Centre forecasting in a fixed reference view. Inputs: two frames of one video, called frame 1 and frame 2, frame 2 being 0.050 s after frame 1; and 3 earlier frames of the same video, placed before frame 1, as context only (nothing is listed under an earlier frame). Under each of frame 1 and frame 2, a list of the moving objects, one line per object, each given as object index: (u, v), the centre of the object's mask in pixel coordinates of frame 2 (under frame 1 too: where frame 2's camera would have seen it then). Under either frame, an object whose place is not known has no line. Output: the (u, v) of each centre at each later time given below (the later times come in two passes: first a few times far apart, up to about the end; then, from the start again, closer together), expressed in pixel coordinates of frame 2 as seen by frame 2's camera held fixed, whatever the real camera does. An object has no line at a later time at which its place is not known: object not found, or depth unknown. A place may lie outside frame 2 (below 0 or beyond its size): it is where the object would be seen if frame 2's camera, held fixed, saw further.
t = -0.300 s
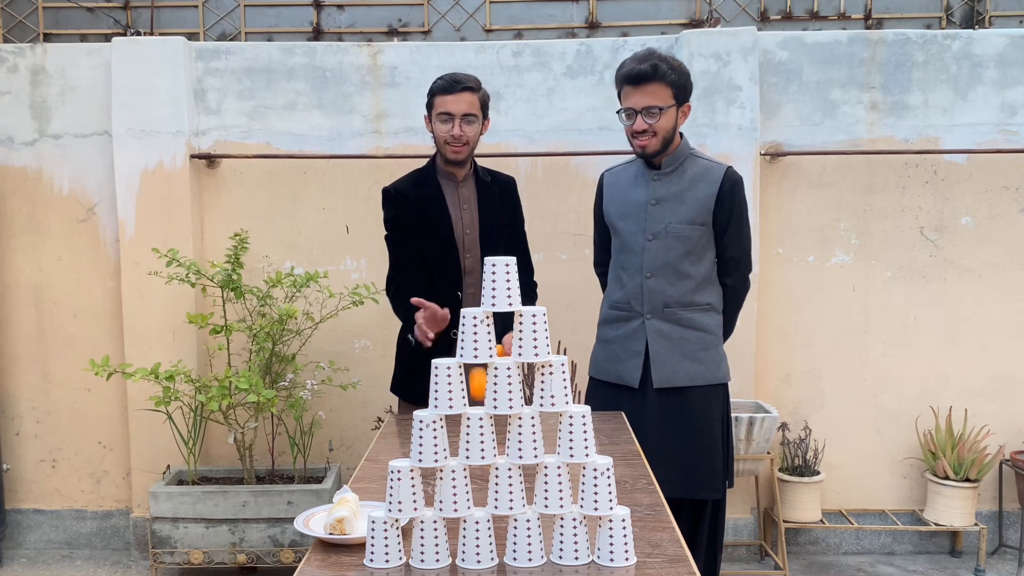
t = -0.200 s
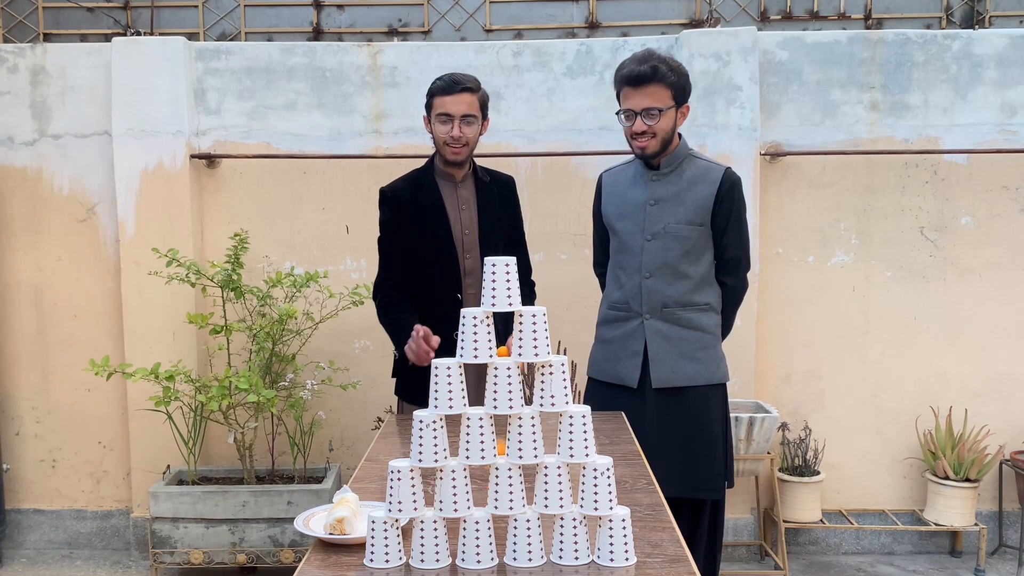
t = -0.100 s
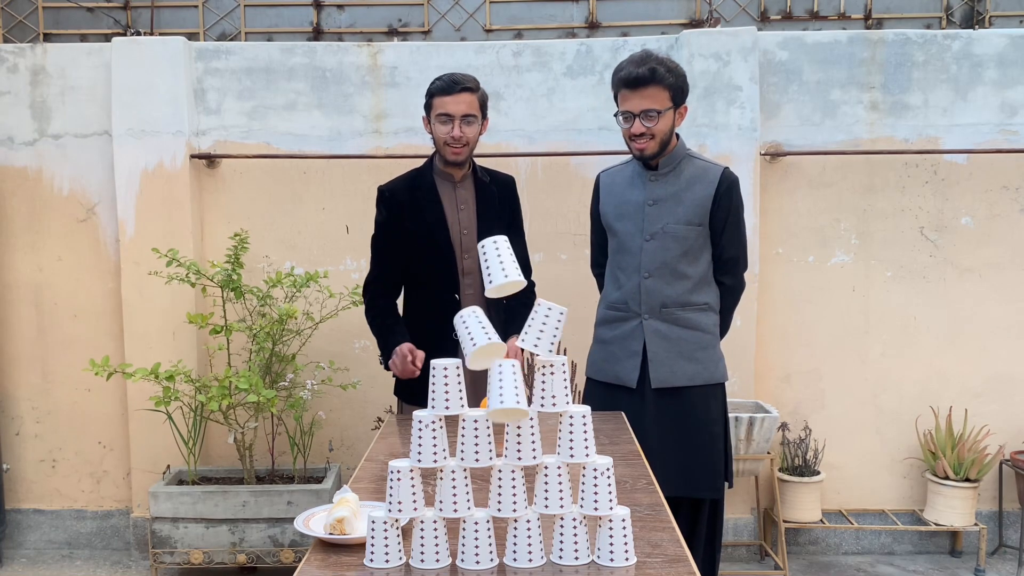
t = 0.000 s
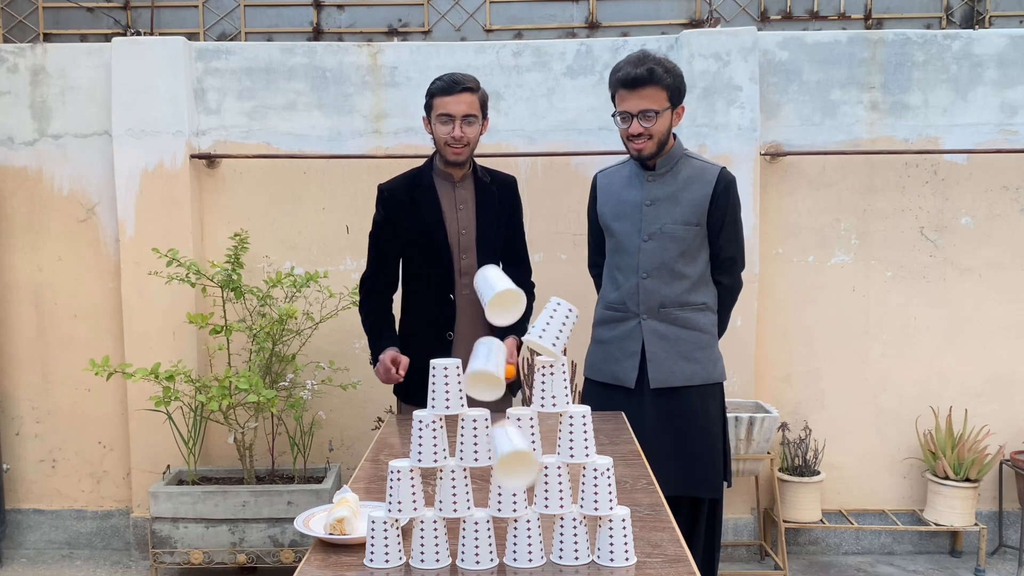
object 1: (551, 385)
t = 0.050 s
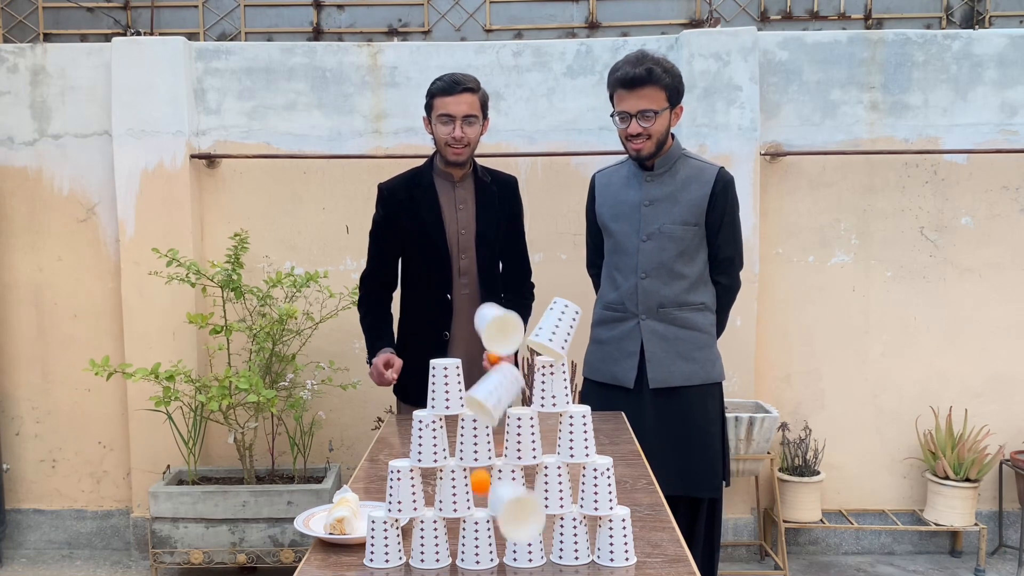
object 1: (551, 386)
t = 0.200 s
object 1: (553, 390)
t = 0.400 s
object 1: (569, 379)
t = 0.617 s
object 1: (594, 386)
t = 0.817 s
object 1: (657, 453)
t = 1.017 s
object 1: (763, 560)
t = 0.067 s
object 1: (551, 386)
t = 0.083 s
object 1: (551, 386)
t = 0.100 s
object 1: (551, 386)
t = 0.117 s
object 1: (551, 386)
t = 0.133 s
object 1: (551, 386)
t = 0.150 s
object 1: (551, 386)
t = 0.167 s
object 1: (552, 390)
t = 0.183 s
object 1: (553, 390)
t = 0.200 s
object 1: (553, 390)
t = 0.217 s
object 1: (552, 390)
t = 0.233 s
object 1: (551, 379)
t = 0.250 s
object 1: (555, 376)
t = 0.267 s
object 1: (561, 377)
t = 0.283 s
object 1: (564, 380)
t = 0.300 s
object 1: (565, 379)
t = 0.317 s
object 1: (566, 379)
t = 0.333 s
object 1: (567, 379)
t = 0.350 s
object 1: (568, 379)
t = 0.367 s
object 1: (568, 379)
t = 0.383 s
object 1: (569, 379)
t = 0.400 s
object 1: (569, 379)
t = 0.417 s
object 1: (570, 379)
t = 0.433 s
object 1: (571, 379)
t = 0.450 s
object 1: (572, 379)
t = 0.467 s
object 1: (573, 379)
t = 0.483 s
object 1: (575, 380)
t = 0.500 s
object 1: (576, 380)
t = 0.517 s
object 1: (578, 380)
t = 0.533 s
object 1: (580, 380)
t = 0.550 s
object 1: (582, 381)
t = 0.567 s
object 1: (584, 381)
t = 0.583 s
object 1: (588, 383)
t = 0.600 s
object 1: (591, 384)
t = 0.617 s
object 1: (594, 386)
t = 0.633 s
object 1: (597, 389)
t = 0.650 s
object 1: (602, 390)
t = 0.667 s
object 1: (606, 392)
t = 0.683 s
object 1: (610, 396)
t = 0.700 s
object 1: (614, 401)
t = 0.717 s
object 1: (618, 408)
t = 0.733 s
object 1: (622, 416)
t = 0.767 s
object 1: (632, 435)
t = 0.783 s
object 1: (640, 440)
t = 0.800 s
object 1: (648, 446)
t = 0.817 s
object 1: (657, 453)
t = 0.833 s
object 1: (664, 464)
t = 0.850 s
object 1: (671, 476)
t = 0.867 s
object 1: (676, 487)
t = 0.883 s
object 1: (681, 500)
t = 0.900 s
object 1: (687, 514)
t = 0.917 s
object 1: (693, 529)
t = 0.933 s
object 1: (703, 537)
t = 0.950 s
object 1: (715, 540)
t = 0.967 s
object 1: (727, 544)
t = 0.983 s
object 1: (740, 549)
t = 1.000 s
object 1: (753, 556)
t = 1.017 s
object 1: (763, 560)
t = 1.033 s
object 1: (771, 562)
